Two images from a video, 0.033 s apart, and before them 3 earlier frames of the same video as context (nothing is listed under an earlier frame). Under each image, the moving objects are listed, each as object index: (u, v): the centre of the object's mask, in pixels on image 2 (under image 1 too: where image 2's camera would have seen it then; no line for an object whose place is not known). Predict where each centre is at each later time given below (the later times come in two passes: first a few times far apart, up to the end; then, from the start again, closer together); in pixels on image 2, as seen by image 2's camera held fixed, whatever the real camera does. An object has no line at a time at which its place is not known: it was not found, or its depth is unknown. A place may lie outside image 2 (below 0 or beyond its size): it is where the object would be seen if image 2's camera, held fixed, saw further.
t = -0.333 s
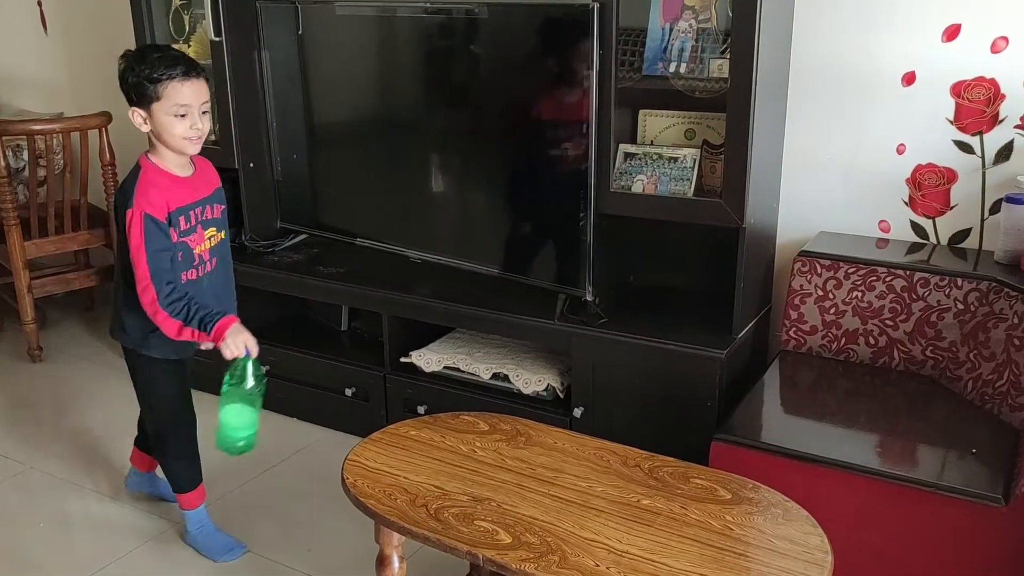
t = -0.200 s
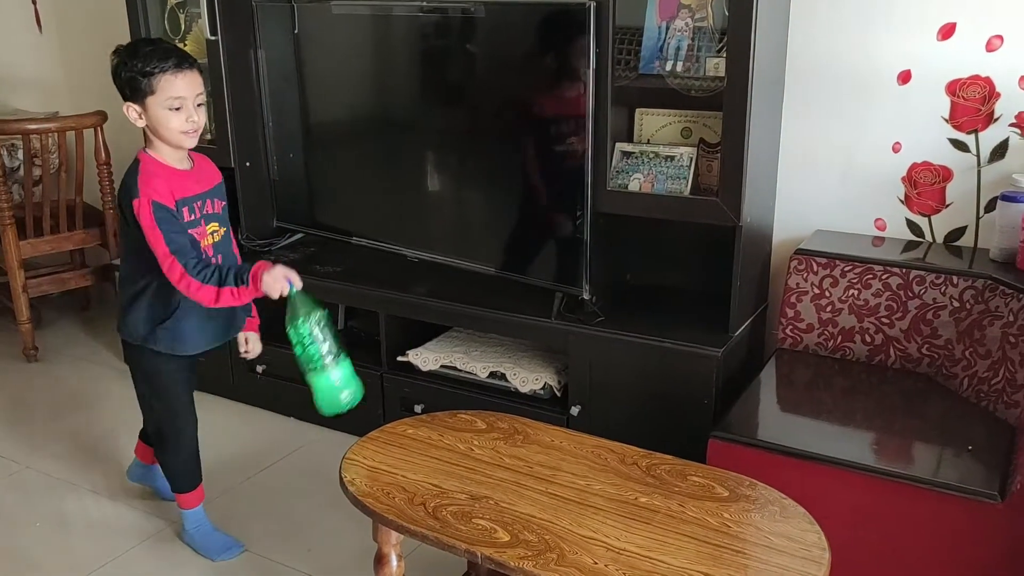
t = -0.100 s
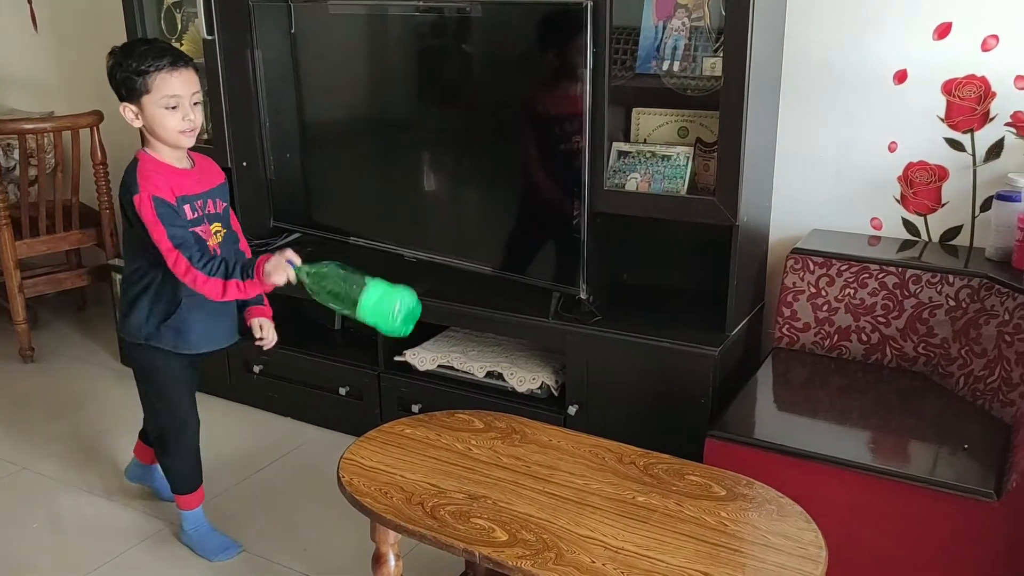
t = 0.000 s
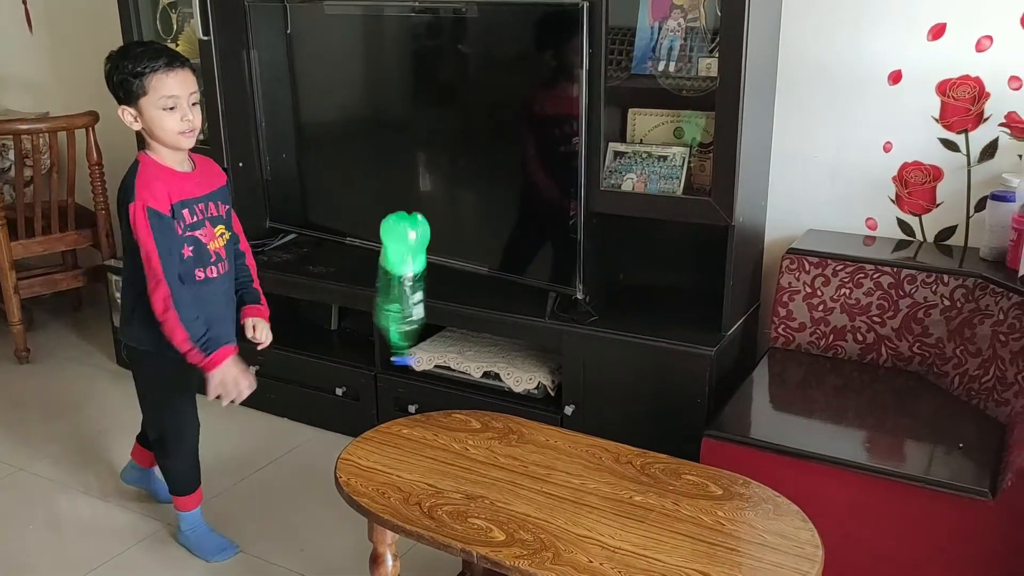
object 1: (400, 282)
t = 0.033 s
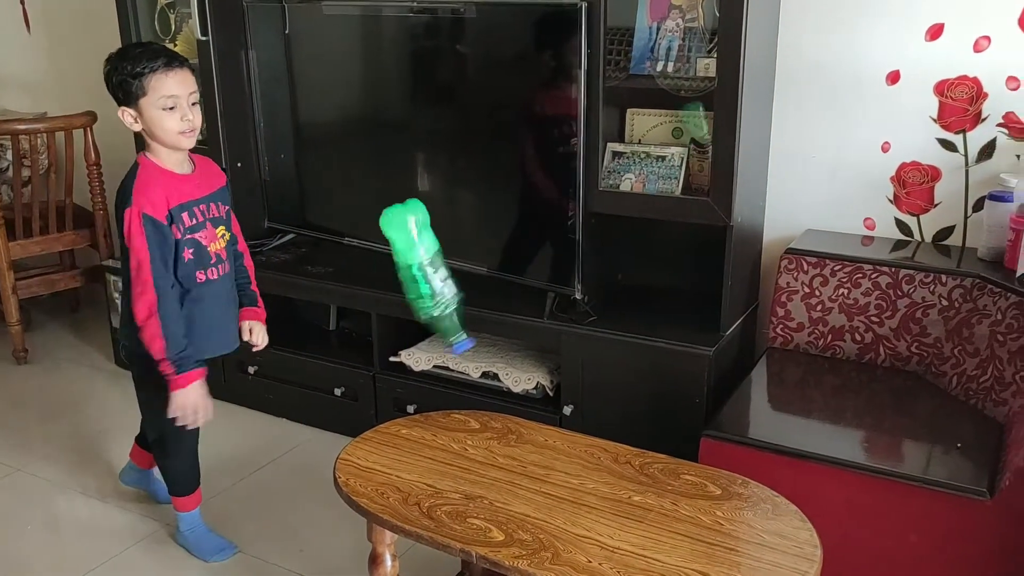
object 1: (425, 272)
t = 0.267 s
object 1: (468, 287)
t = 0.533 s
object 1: (477, 428)
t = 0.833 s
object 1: (479, 439)
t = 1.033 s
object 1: (476, 441)
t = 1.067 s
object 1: (475, 441)
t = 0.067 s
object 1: (447, 256)
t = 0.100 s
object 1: (459, 237)
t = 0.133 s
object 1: (463, 225)
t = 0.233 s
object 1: (466, 259)
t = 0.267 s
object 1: (468, 287)
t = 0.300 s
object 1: (471, 326)
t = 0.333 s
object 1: (475, 368)
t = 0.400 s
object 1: (475, 407)
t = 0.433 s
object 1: (476, 410)
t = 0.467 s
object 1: (477, 416)
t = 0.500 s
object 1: (478, 421)
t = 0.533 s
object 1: (477, 428)
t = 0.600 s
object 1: (477, 440)
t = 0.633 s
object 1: (476, 440)
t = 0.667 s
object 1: (477, 440)
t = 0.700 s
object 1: (478, 440)
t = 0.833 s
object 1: (479, 439)
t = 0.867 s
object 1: (479, 439)
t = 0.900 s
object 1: (478, 439)
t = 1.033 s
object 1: (476, 441)
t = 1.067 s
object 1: (475, 441)
